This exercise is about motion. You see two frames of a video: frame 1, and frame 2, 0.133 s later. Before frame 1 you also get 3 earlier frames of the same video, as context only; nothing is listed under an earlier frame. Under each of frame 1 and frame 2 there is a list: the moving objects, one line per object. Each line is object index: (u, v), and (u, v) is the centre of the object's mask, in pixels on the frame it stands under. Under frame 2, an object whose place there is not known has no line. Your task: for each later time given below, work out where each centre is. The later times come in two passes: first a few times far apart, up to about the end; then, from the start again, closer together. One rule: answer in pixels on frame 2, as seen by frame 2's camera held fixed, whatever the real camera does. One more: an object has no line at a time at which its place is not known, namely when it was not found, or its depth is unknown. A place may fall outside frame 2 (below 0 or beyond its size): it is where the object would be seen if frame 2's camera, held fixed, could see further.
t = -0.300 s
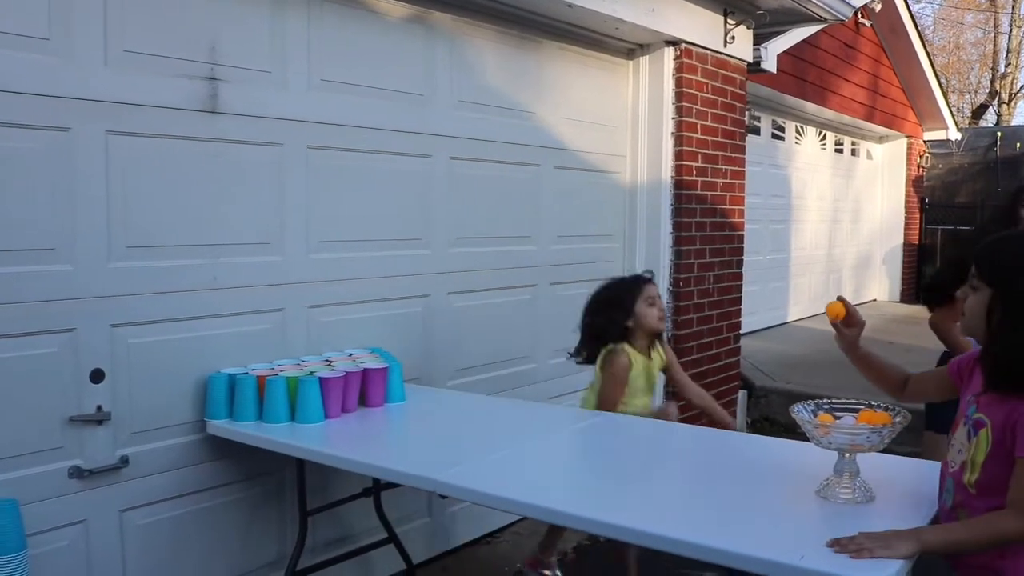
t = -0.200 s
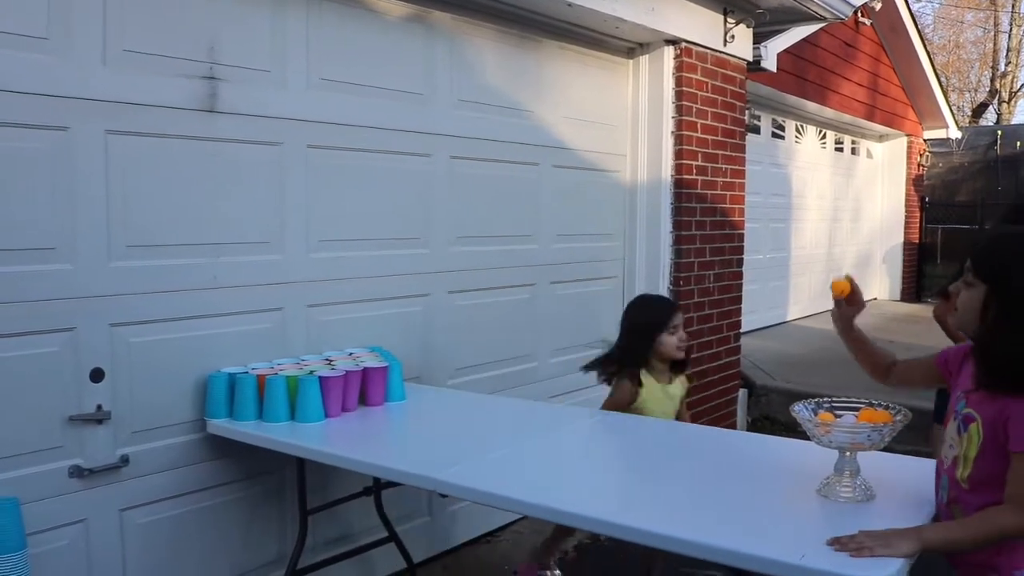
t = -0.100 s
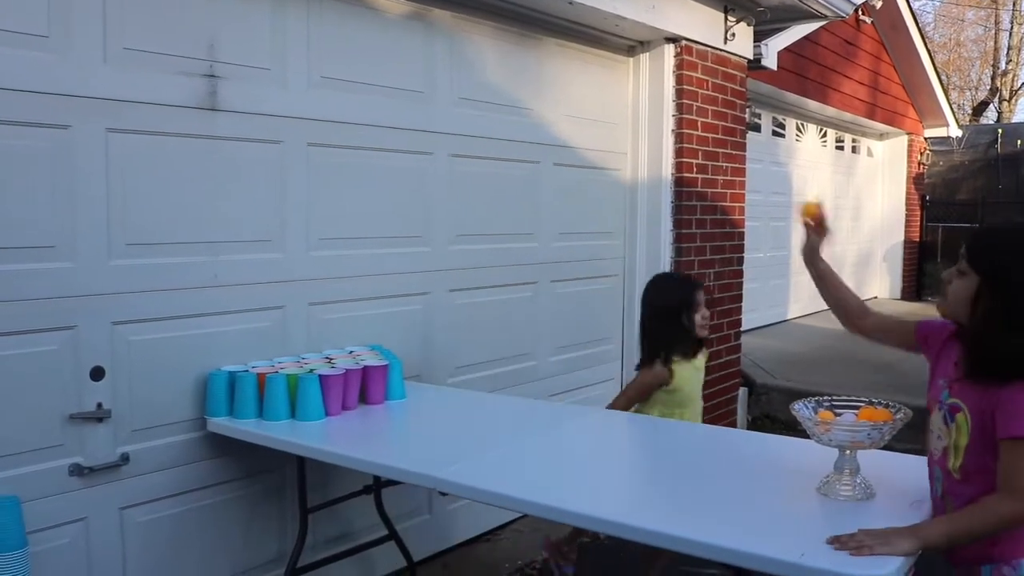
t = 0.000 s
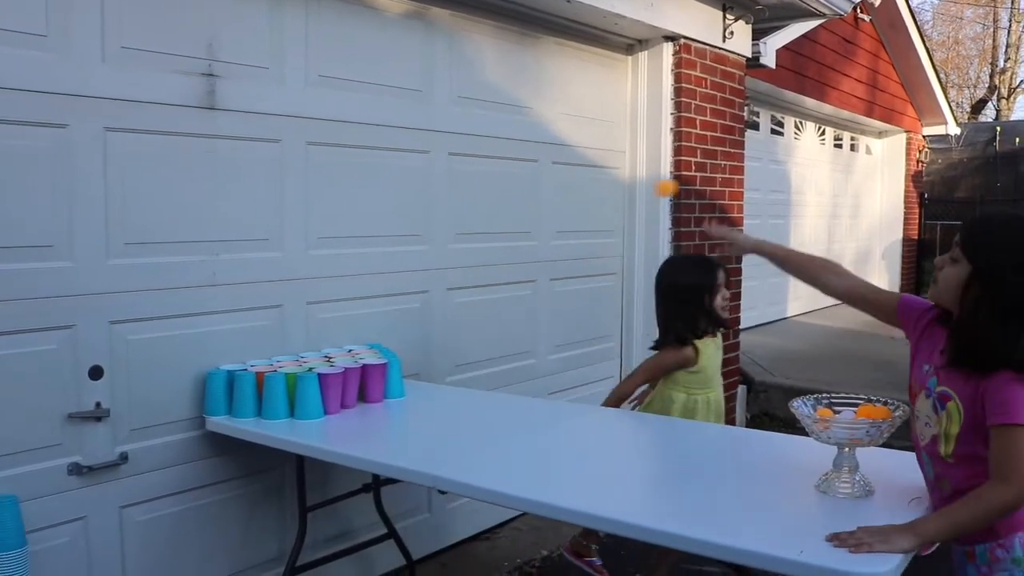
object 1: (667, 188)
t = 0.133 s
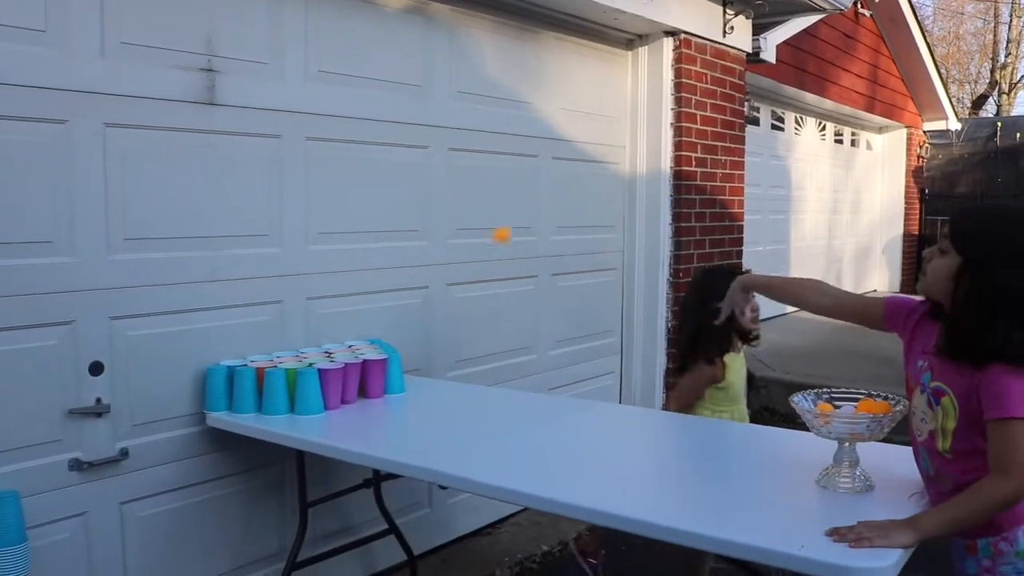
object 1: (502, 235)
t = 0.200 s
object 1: (436, 282)
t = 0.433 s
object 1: (367, 361)
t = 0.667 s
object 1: (409, 390)
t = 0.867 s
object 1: (440, 385)
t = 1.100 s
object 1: (473, 388)
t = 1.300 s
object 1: (498, 385)
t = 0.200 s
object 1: (436, 282)
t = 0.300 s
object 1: (352, 371)
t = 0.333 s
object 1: (351, 399)
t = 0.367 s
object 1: (357, 383)
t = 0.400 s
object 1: (362, 370)
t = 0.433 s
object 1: (367, 361)
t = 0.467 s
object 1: (372, 355)
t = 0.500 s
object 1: (379, 354)
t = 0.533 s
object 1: (384, 357)
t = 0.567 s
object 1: (390, 363)
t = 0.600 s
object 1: (396, 372)
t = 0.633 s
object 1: (402, 386)
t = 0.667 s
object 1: (409, 390)
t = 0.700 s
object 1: (412, 384)
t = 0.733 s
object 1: (419, 381)
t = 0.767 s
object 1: (424, 382)
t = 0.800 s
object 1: (430, 387)
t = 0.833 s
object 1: (435, 389)
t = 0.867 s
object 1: (440, 385)
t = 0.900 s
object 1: (444, 385)
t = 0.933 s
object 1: (450, 388)
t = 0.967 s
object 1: (455, 388)
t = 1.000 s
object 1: (459, 389)
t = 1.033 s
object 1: (464, 388)
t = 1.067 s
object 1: (468, 388)
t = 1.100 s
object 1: (473, 388)
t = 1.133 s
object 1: (478, 387)
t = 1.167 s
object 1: (482, 386)
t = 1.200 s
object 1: (486, 387)
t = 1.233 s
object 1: (490, 386)
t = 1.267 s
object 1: (494, 385)
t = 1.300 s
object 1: (498, 385)
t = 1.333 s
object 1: (502, 384)
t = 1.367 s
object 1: (505, 384)
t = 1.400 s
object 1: (509, 383)
